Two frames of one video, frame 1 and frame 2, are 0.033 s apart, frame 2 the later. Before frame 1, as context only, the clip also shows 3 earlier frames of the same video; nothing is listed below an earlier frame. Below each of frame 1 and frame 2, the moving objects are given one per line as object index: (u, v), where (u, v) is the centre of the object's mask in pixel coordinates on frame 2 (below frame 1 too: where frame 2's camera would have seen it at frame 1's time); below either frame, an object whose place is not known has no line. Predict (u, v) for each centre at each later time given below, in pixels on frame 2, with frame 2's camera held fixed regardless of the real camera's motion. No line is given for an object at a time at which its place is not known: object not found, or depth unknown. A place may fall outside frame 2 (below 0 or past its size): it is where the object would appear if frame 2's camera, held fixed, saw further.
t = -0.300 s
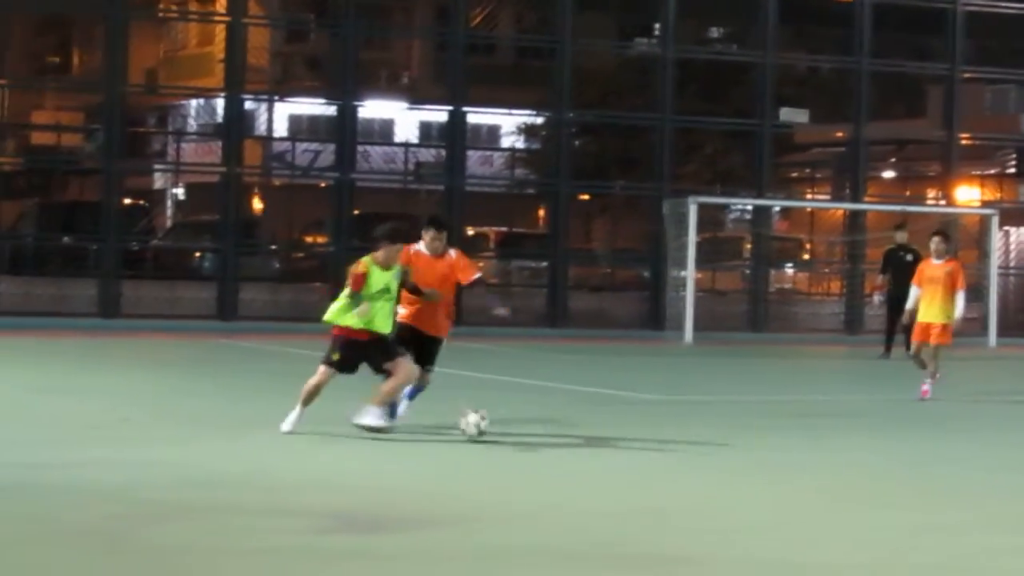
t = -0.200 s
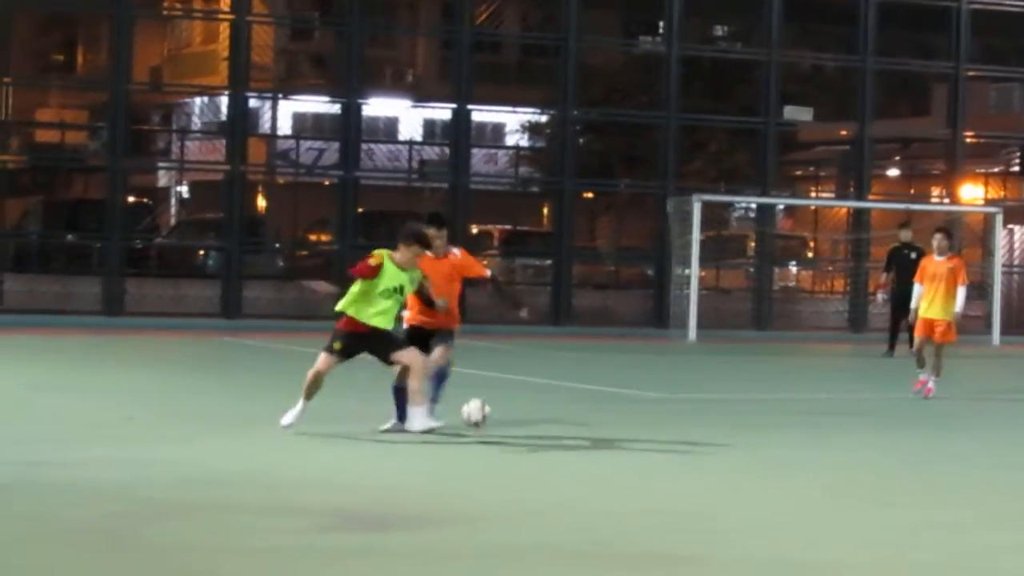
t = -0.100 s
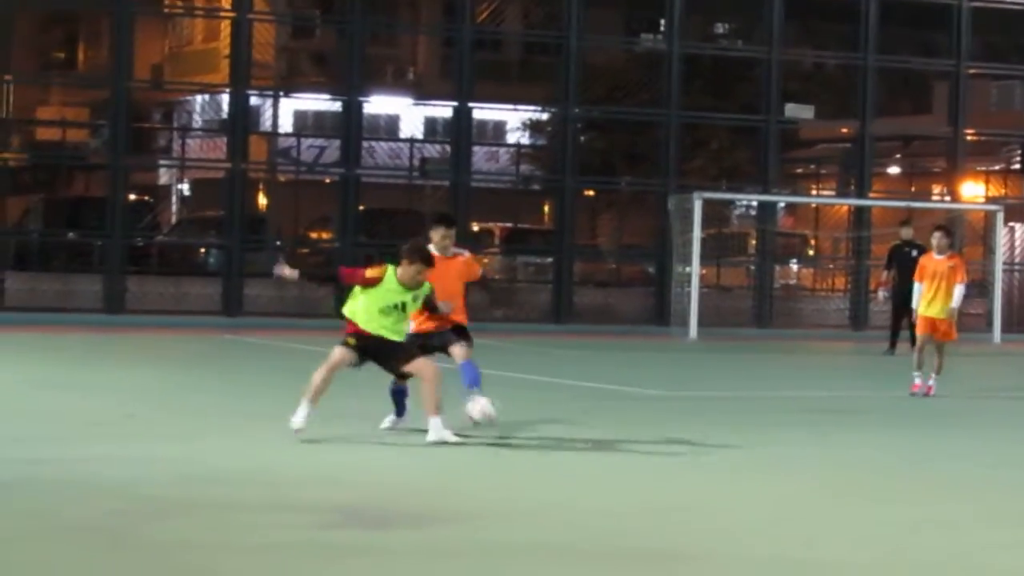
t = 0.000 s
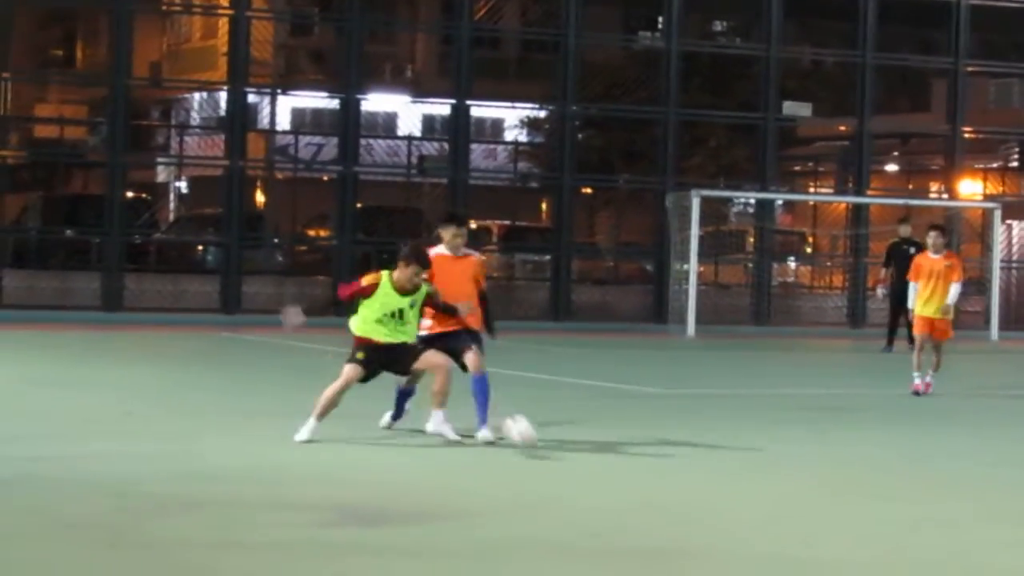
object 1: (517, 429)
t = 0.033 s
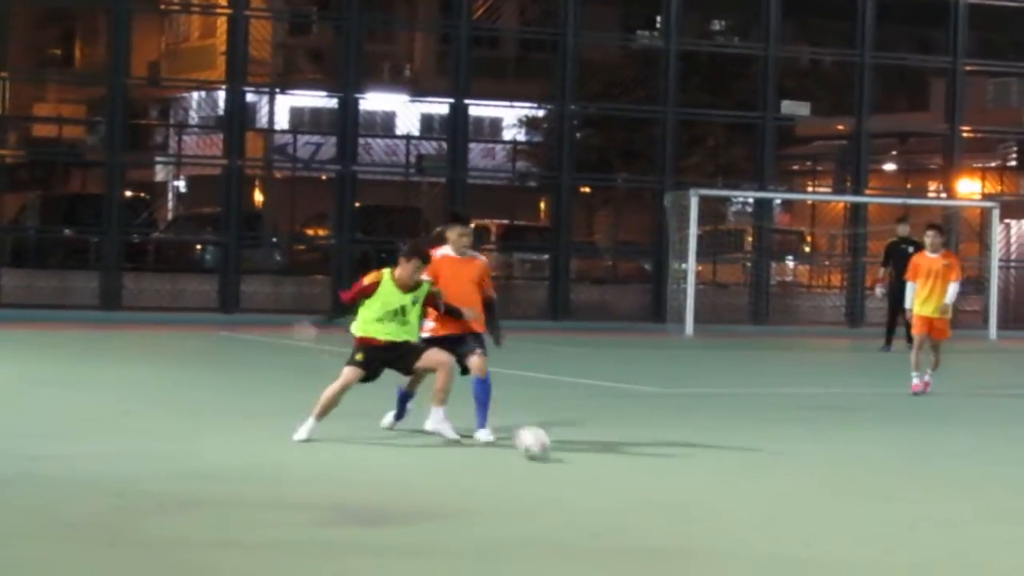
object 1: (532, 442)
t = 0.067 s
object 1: (545, 442)
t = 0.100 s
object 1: (556, 440)
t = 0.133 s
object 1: (566, 439)
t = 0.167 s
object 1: (581, 442)
